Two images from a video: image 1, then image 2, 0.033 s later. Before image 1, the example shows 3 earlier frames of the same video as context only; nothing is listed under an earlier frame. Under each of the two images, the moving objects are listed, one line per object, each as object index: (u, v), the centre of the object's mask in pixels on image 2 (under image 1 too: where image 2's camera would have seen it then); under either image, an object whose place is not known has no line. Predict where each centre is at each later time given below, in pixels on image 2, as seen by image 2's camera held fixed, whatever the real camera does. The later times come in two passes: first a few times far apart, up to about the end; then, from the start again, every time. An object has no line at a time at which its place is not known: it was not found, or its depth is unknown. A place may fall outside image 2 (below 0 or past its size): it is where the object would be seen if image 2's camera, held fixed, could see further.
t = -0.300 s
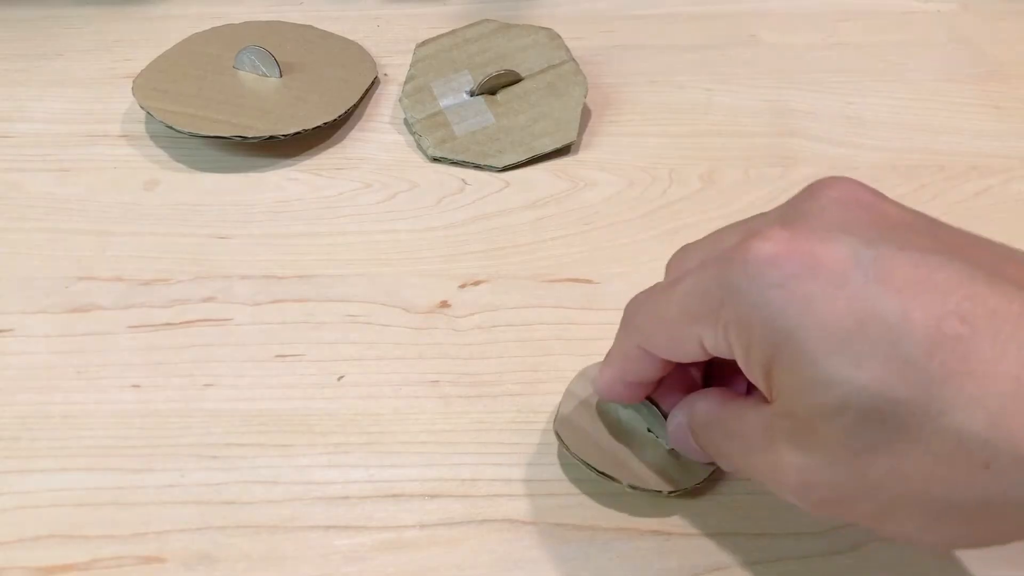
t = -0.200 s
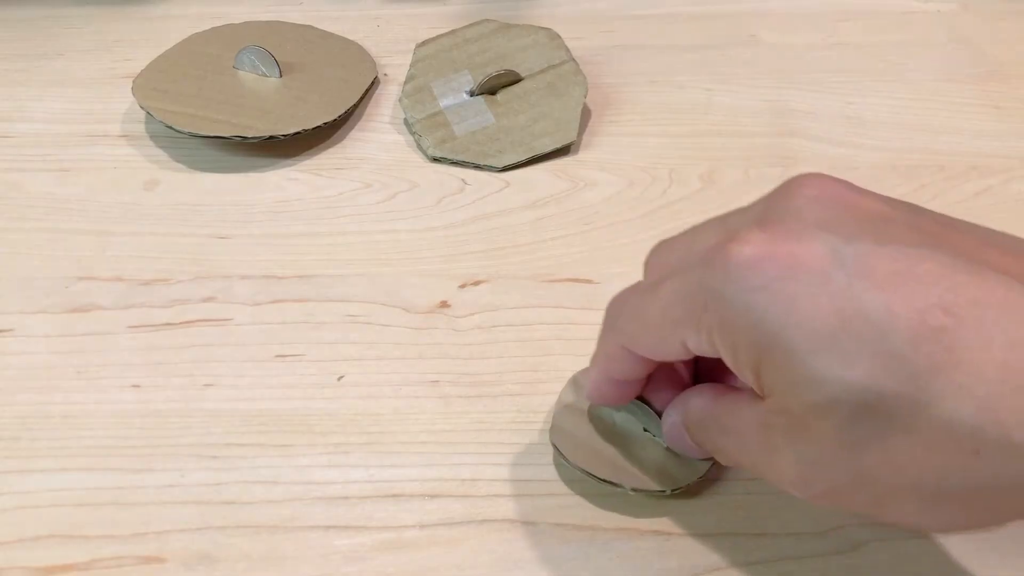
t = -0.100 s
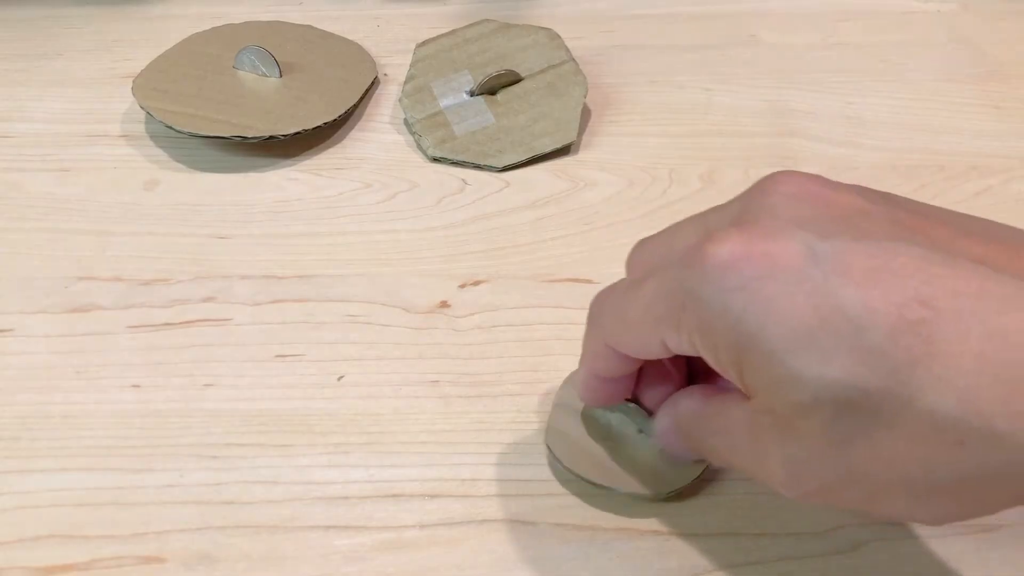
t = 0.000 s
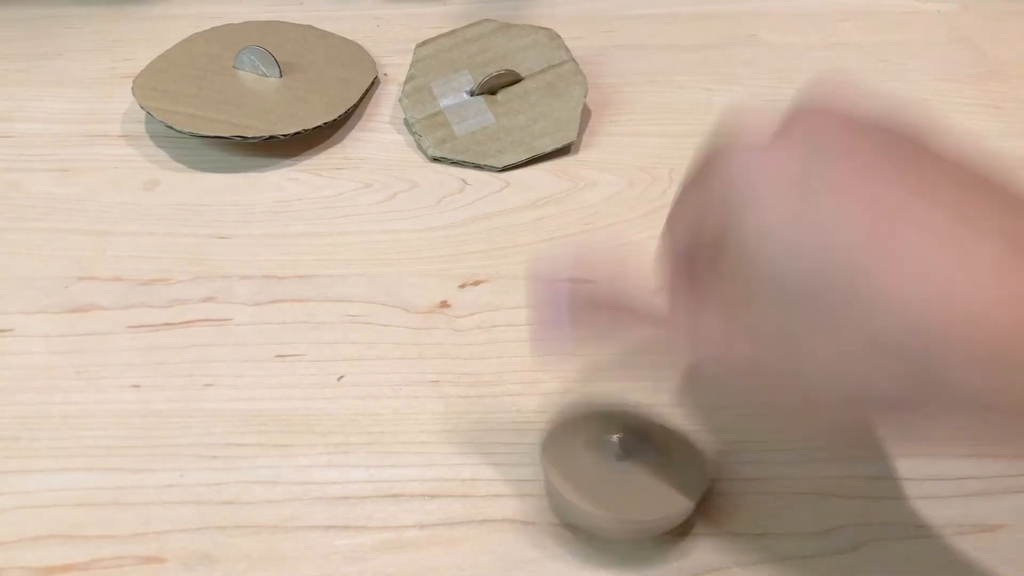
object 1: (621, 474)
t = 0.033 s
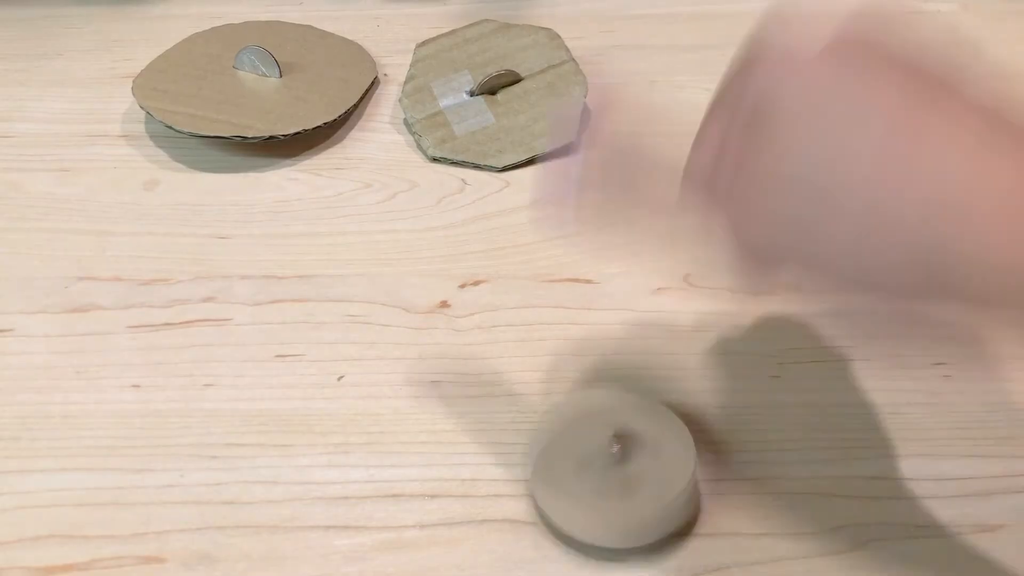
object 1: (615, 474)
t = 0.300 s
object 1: (588, 510)
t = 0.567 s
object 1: (582, 510)
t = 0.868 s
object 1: (584, 510)
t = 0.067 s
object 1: (608, 489)
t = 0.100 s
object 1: (602, 487)
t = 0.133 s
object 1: (595, 487)
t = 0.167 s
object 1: (594, 504)
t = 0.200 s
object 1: (588, 498)
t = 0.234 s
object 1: (583, 508)
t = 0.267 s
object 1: (585, 503)
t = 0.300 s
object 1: (588, 510)
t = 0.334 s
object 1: (577, 508)
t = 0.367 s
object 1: (577, 509)
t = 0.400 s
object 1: (570, 511)
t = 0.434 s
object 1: (566, 510)
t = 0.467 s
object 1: (567, 509)
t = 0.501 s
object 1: (571, 509)
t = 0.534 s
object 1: (576, 510)
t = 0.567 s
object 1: (582, 510)
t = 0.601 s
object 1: (586, 511)
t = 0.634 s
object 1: (587, 512)
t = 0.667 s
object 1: (586, 511)
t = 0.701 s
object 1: (583, 510)
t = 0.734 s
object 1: (580, 510)
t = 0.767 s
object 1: (579, 510)
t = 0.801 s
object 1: (579, 510)
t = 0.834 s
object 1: (581, 510)
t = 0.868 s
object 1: (584, 510)
